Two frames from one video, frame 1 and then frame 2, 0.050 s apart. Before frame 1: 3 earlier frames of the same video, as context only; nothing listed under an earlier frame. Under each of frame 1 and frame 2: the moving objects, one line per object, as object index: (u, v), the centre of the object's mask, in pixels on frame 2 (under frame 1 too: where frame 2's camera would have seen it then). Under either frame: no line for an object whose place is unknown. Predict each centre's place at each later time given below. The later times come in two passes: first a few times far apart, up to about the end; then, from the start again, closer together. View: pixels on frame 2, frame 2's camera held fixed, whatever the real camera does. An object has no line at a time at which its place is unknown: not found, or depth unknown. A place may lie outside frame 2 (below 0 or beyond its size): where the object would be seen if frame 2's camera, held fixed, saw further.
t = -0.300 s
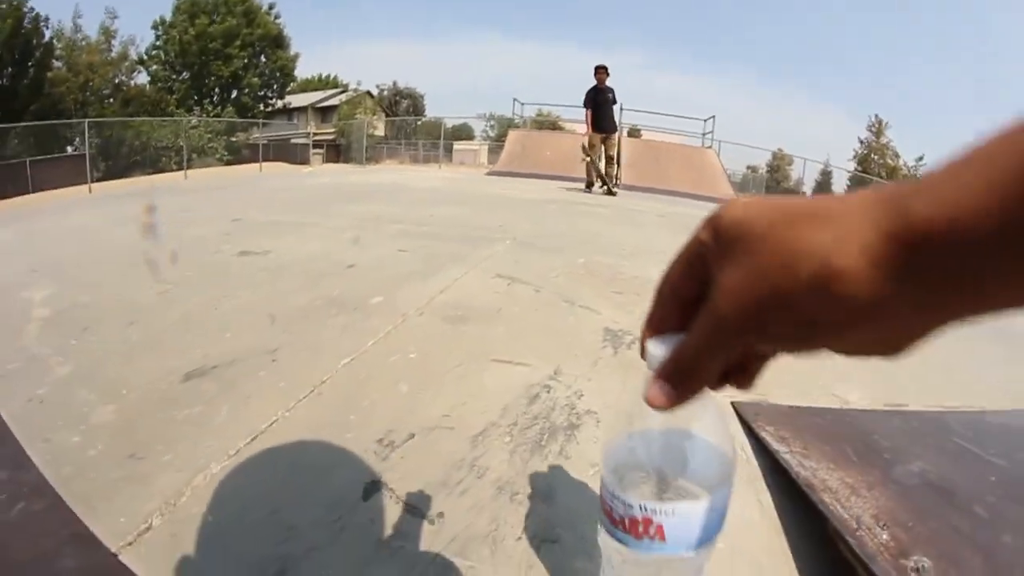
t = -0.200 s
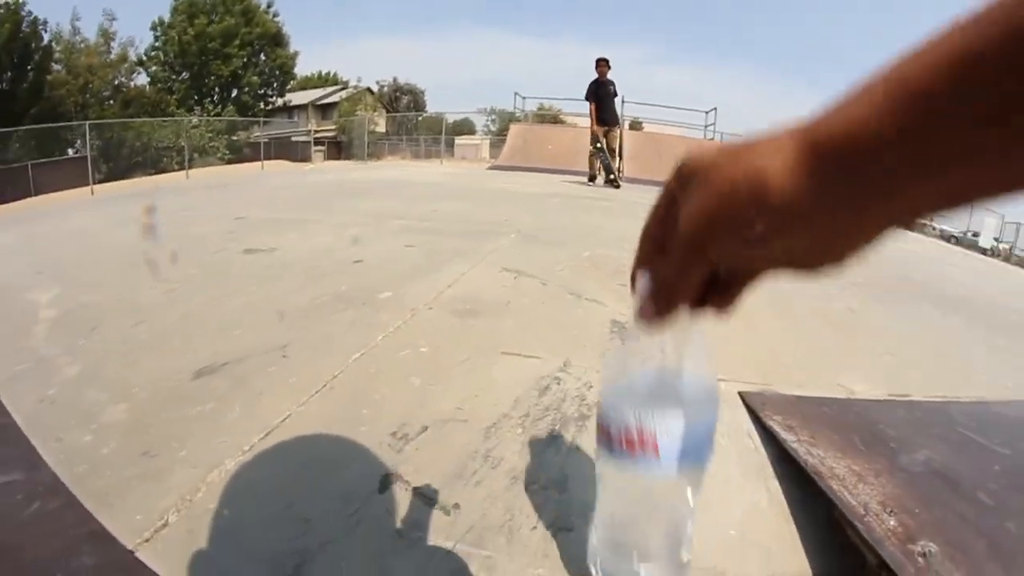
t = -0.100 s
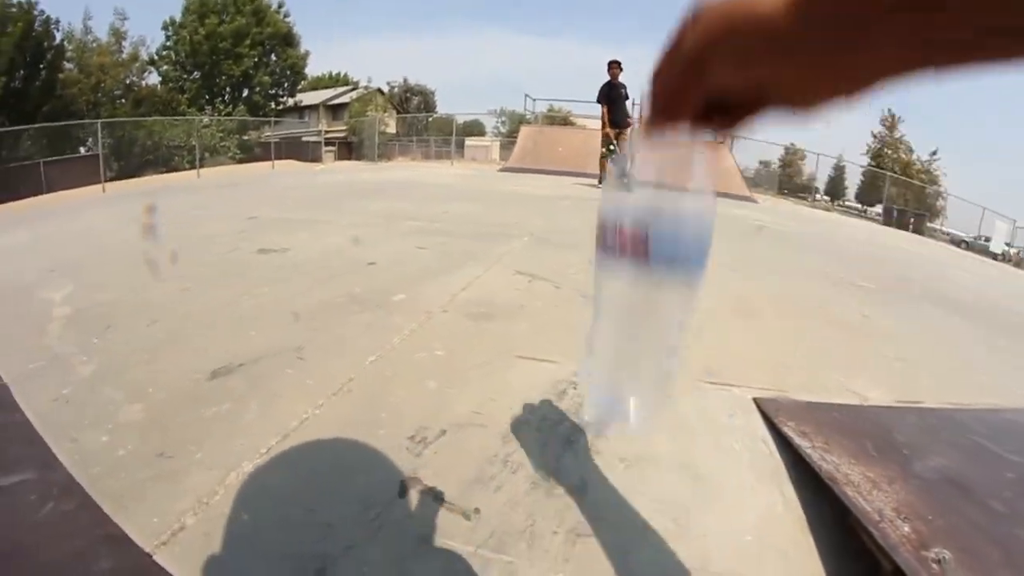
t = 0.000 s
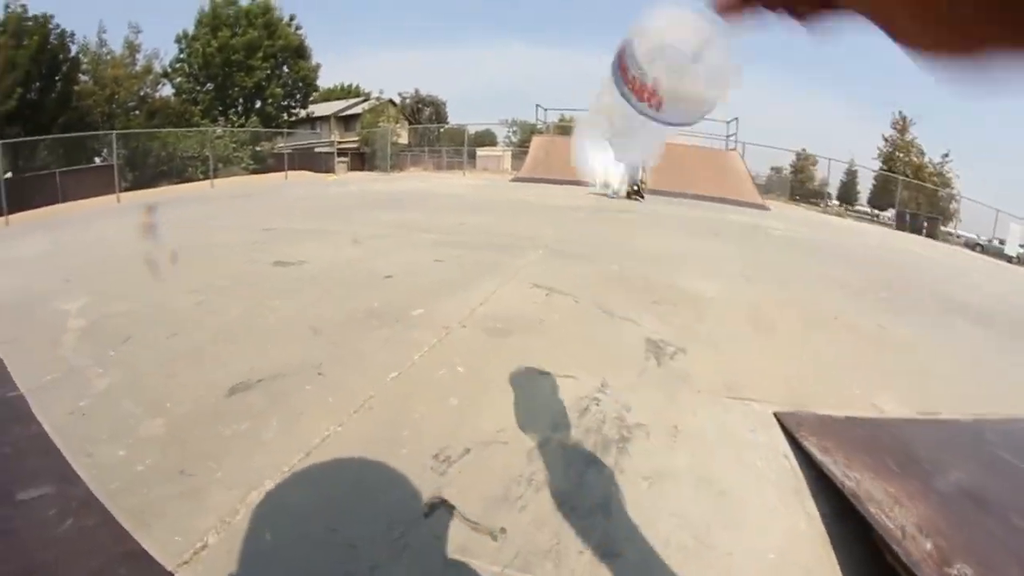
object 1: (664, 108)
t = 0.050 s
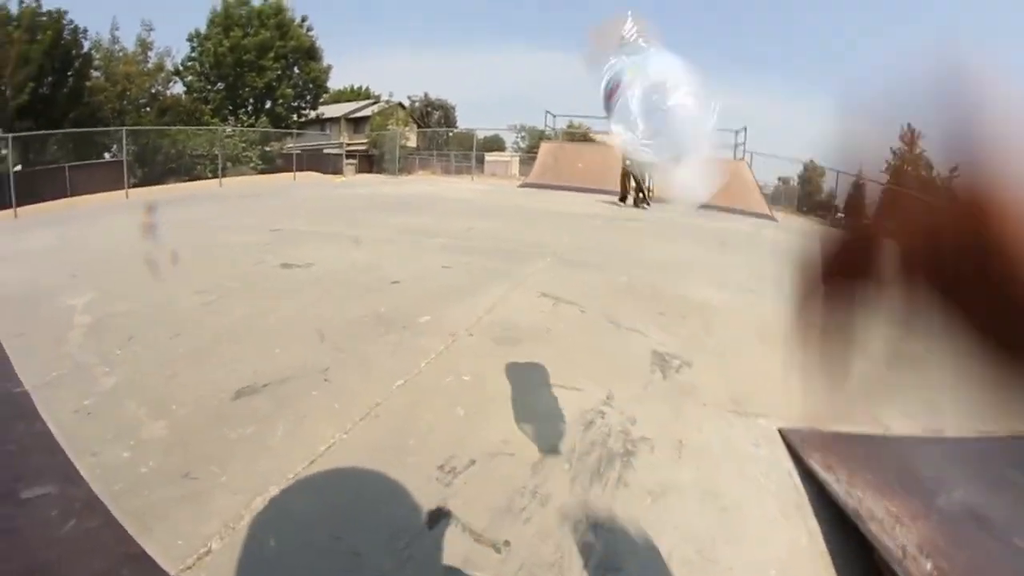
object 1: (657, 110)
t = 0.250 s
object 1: (593, 113)
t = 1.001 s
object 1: (510, 379)
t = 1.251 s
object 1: (509, 377)
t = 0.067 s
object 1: (644, 104)
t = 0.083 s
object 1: (633, 92)
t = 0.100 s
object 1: (626, 86)
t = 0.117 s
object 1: (621, 79)
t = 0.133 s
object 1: (615, 74)
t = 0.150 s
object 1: (610, 72)
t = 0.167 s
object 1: (605, 71)
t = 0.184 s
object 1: (604, 67)
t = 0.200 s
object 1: (602, 72)
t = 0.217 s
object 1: (598, 81)
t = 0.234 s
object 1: (595, 94)
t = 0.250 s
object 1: (593, 113)
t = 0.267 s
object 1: (590, 133)
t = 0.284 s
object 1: (585, 163)
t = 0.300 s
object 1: (579, 197)
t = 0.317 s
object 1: (568, 234)
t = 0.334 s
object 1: (556, 264)
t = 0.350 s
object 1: (546, 294)
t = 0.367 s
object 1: (536, 322)
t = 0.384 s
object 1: (530, 353)
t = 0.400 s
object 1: (525, 375)
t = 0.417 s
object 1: (522, 383)
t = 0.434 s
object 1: (519, 387)
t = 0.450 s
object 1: (516, 383)
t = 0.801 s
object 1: (505, 376)
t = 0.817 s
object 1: (506, 376)
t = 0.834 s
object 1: (508, 377)
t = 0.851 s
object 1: (509, 377)
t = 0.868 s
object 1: (510, 378)
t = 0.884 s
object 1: (510, 378)
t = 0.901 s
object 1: (511, 377)
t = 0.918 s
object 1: (511, 378)
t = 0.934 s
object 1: (511, 378)
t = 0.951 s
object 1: (511, 378)
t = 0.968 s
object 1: (510, 378)
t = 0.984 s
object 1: (510, 379)
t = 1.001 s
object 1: (510, 379)
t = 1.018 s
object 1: (509, 379)
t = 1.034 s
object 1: (508, 379)
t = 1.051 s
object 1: (507, 379)
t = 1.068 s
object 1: (507, 379)
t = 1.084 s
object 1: (506, 380)
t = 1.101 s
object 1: (507, 380)
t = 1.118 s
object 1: (507, 379)
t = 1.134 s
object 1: (506, 379)
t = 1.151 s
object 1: (507, 379)
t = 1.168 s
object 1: (507, 379)
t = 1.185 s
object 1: (508, 379)
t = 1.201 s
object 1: (507, 378)
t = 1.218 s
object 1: (508, 378)
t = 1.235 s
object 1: (508, 377)
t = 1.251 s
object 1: (509, 377)
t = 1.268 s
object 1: (508, 377)
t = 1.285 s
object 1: (508, 377)
